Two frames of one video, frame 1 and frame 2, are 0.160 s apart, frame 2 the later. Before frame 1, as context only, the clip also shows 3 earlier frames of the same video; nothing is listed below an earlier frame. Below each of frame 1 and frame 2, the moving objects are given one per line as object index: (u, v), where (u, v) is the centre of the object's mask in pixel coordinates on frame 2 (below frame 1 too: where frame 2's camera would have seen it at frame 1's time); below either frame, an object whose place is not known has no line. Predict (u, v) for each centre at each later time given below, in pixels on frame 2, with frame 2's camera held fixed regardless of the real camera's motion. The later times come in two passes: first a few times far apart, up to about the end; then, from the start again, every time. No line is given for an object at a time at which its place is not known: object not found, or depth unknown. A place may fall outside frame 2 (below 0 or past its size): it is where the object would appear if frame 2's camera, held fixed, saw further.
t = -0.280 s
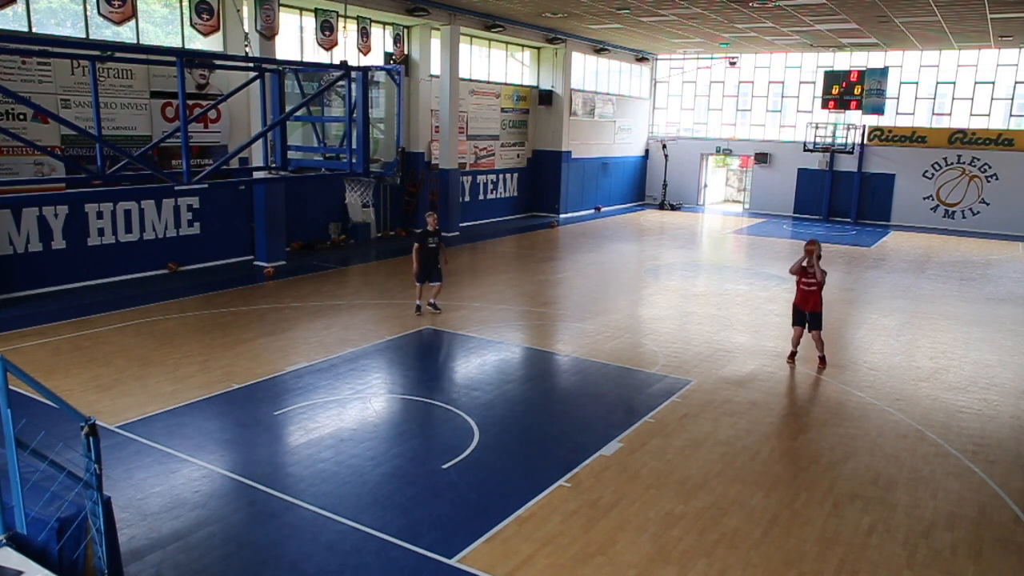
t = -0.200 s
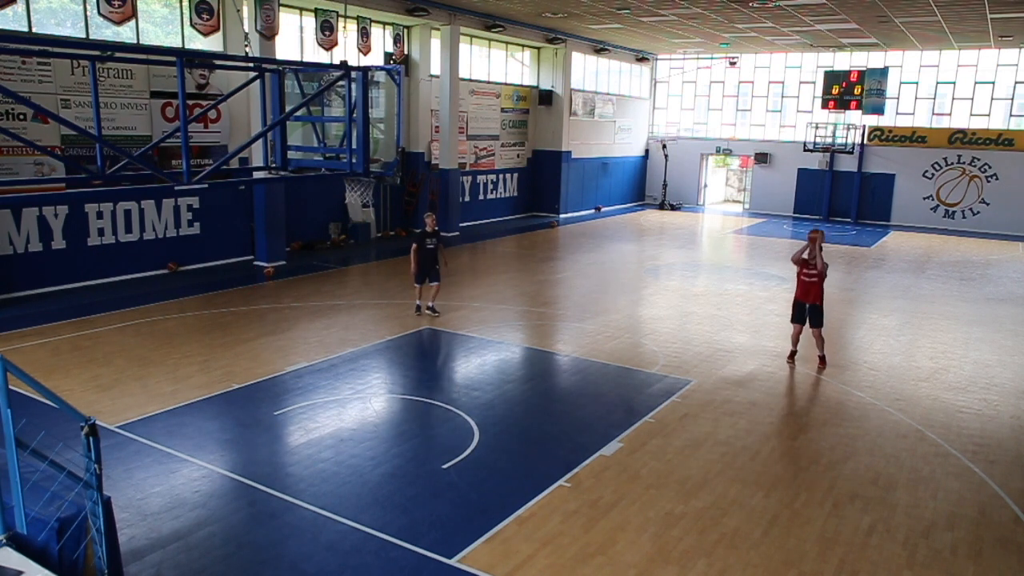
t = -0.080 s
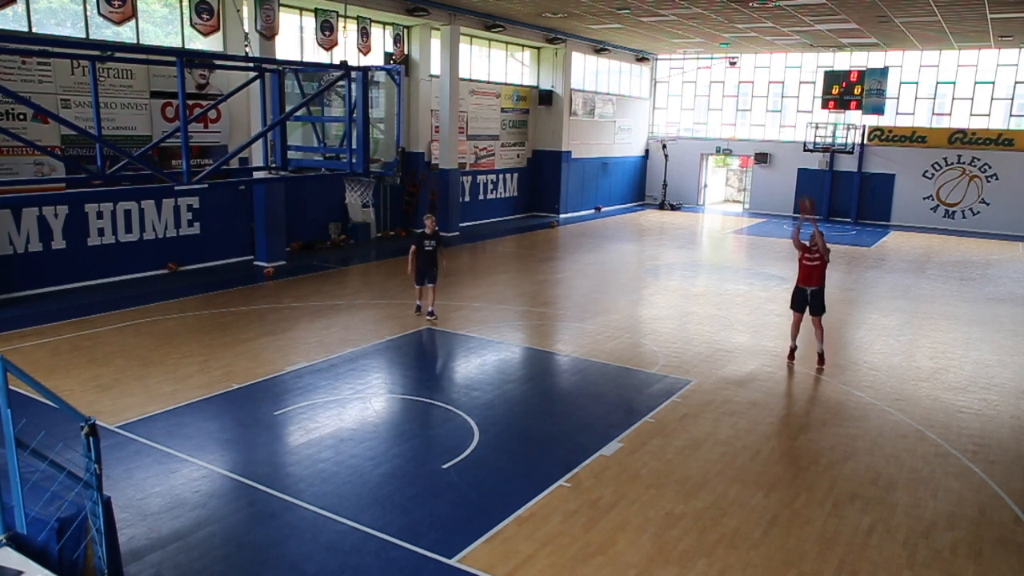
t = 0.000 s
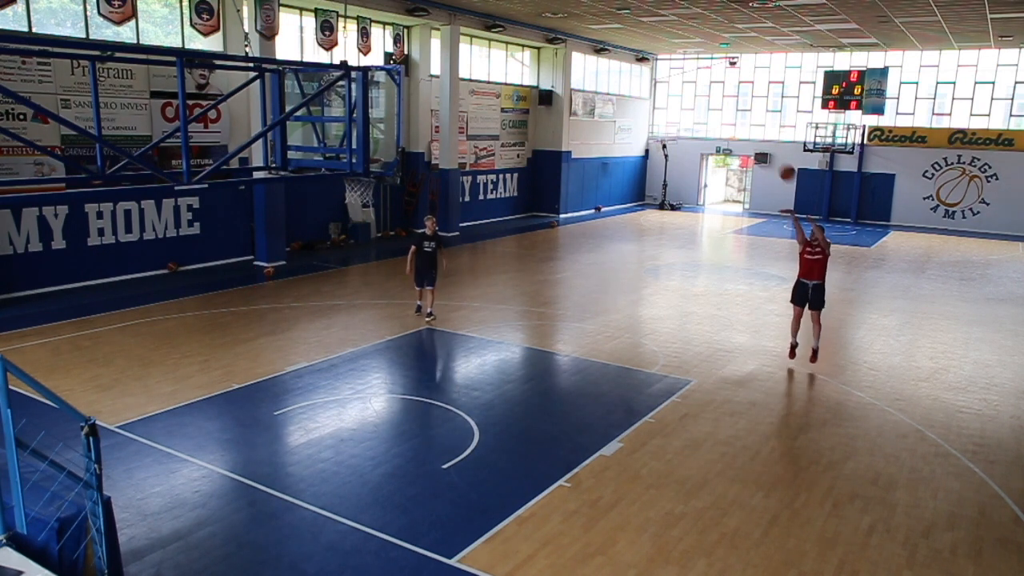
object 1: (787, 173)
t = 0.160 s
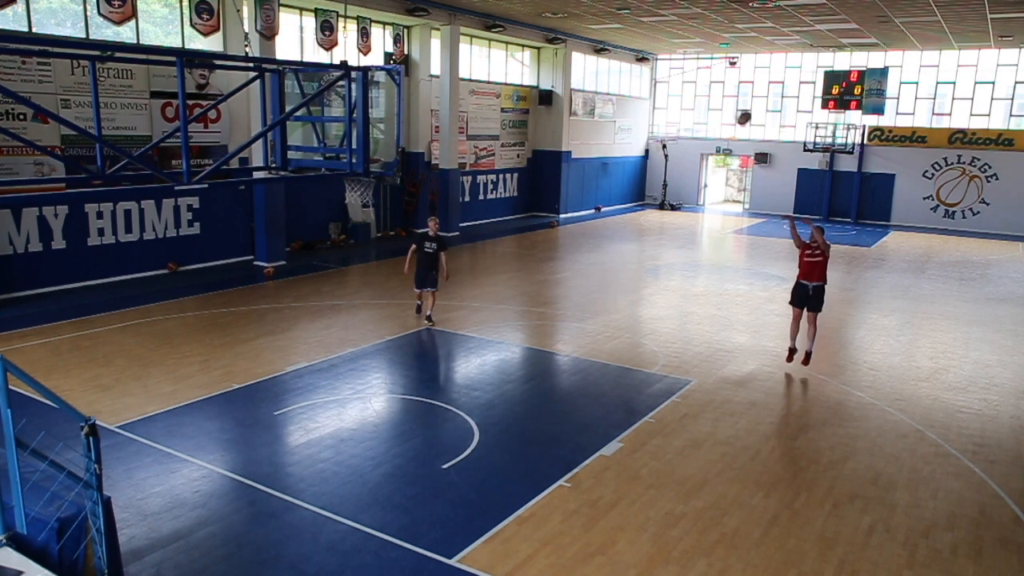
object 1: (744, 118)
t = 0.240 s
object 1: (720, 95)
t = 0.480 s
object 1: (640, 52)
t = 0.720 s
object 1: (546, 51)
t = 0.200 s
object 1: (732, 106)
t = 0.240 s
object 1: (720, 95)
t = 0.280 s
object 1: (707, 86)
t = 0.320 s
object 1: (694, 76)
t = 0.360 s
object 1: (681, 69)
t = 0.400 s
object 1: (668, 62)
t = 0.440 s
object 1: (654, 55)
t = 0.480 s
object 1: (640, 52)
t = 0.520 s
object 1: (624, 48)
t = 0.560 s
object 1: (609, 46)
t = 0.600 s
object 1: (595, 45)
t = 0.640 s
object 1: (579, 46)
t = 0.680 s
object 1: (562, 48)
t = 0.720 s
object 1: (546, 51)
